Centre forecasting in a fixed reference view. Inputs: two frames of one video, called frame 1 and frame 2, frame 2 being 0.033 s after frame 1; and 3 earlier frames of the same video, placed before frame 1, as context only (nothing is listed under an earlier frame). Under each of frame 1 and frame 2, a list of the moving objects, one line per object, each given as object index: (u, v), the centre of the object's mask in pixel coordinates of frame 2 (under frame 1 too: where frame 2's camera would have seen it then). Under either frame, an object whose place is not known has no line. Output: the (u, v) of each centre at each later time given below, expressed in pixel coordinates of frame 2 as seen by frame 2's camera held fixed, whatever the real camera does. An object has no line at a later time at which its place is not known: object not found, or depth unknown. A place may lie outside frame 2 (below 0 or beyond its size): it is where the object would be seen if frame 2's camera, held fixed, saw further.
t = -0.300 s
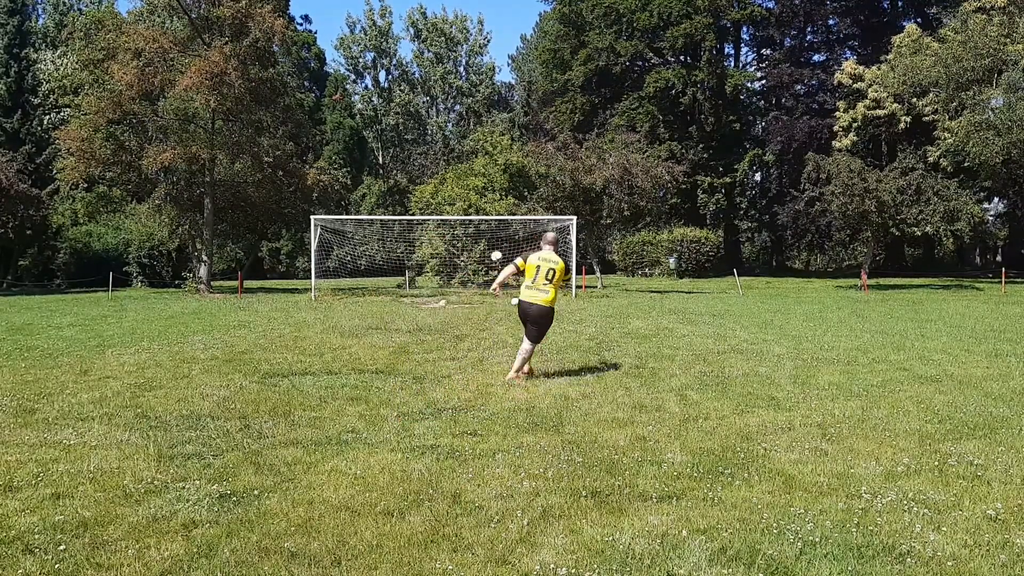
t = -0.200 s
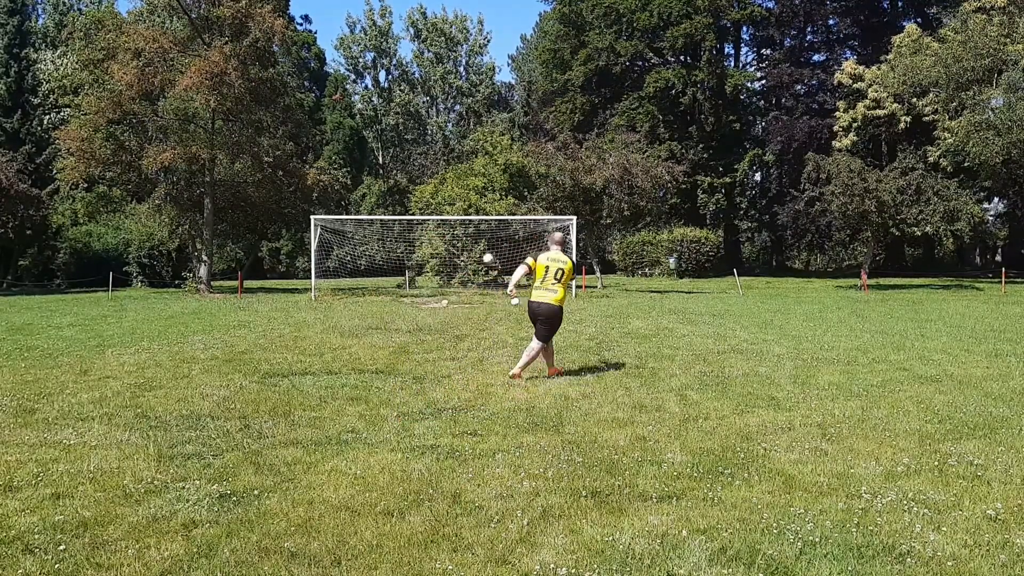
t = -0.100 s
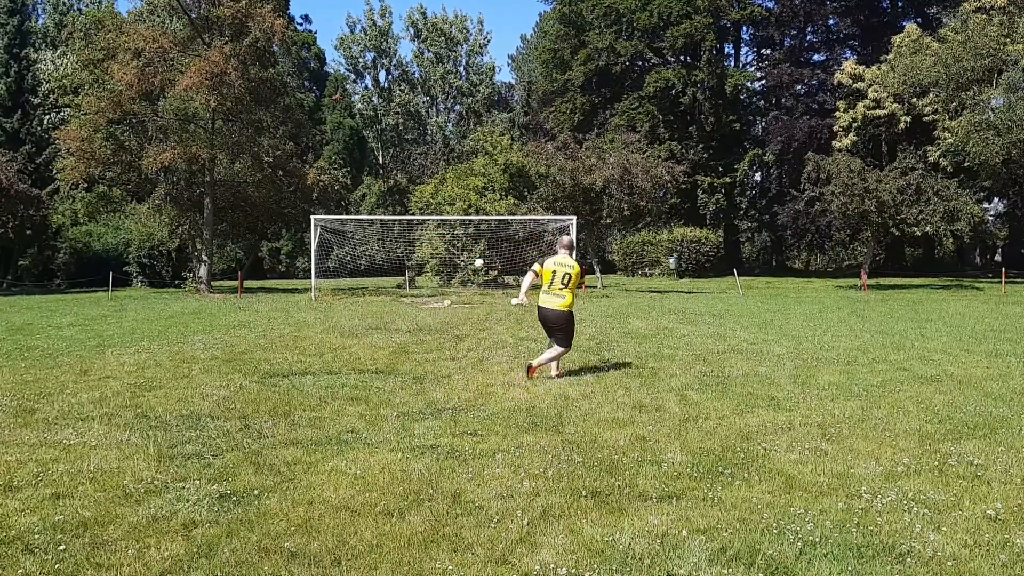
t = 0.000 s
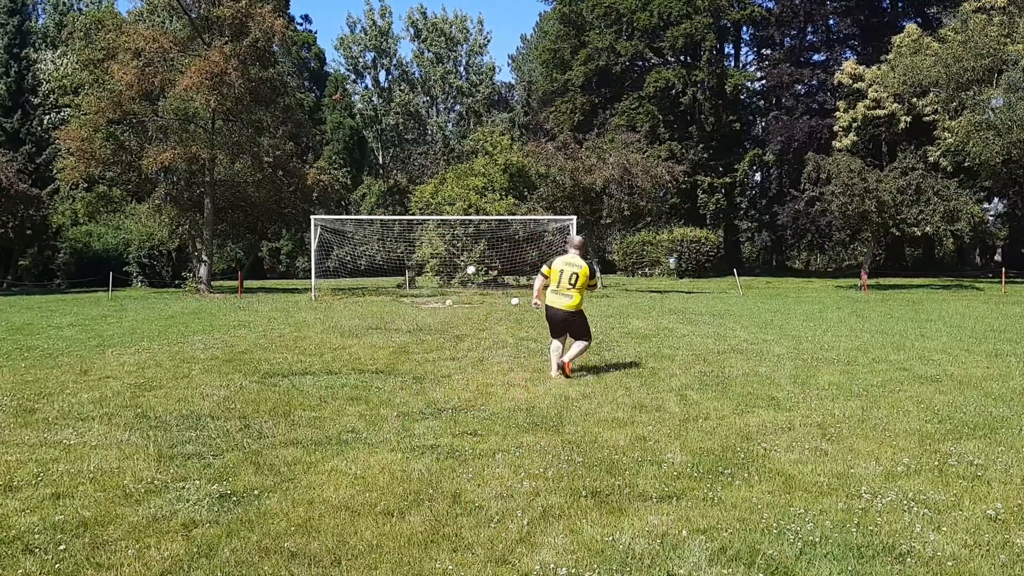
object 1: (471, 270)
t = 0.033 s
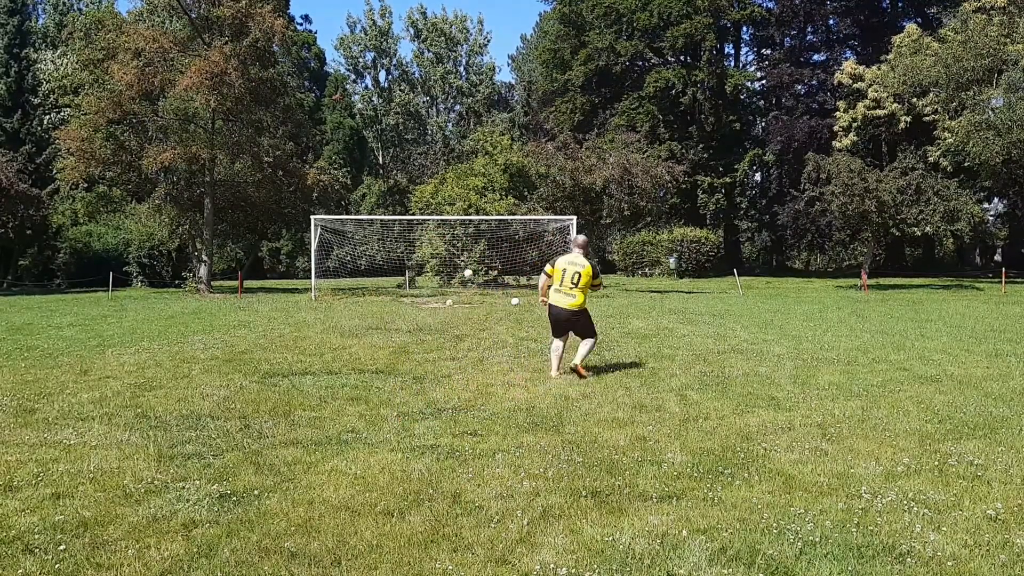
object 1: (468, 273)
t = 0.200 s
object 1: (454, 290)
